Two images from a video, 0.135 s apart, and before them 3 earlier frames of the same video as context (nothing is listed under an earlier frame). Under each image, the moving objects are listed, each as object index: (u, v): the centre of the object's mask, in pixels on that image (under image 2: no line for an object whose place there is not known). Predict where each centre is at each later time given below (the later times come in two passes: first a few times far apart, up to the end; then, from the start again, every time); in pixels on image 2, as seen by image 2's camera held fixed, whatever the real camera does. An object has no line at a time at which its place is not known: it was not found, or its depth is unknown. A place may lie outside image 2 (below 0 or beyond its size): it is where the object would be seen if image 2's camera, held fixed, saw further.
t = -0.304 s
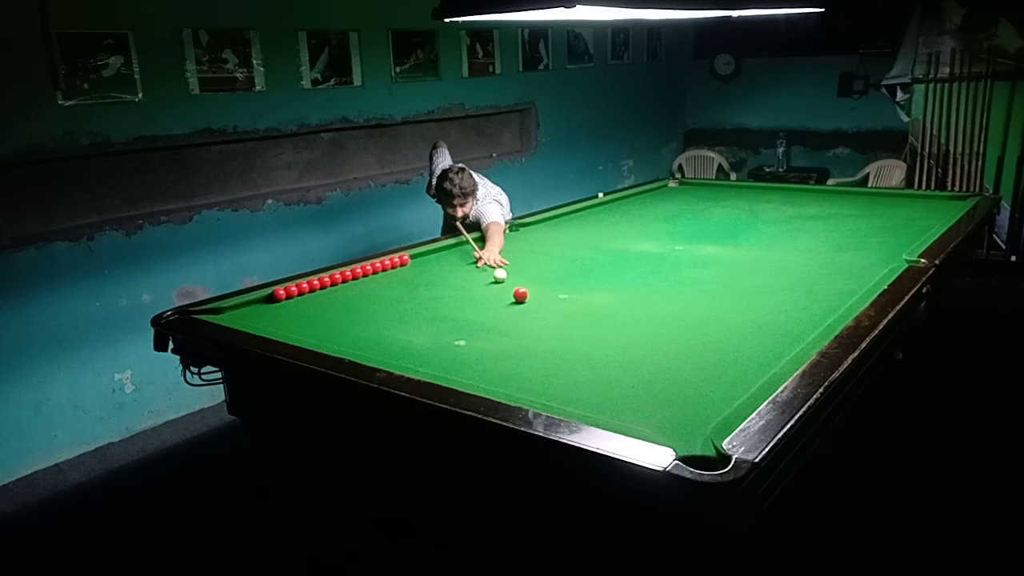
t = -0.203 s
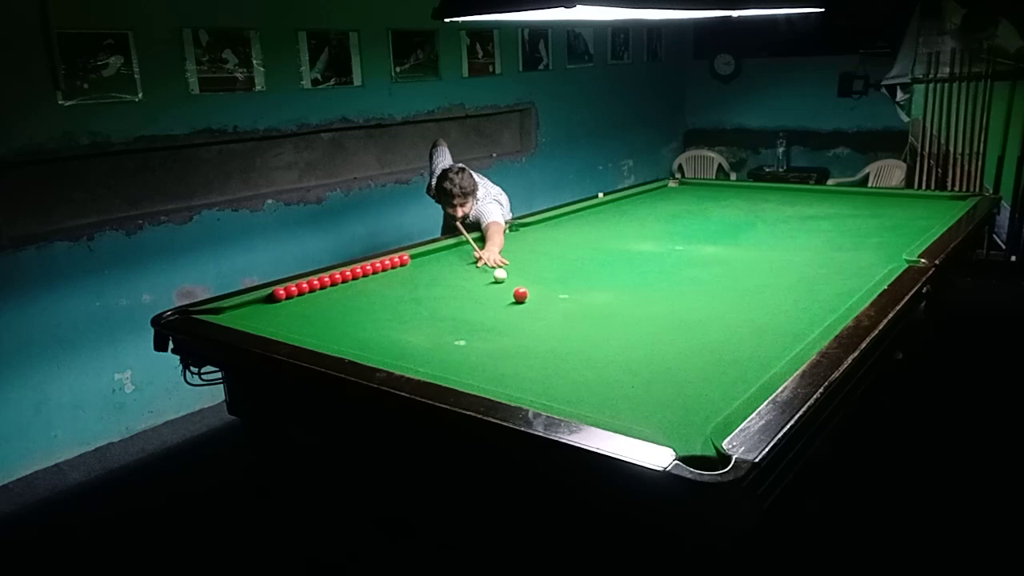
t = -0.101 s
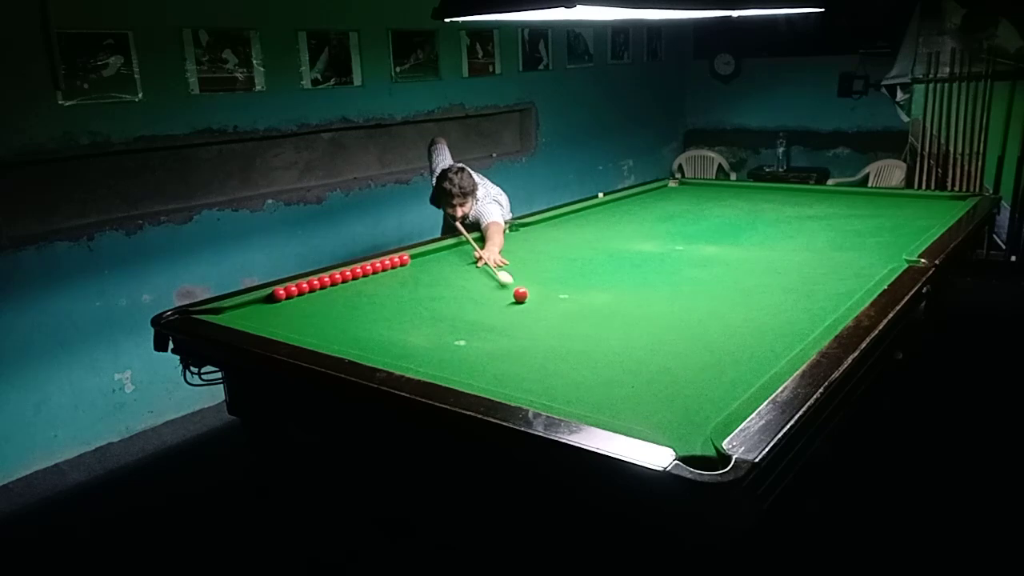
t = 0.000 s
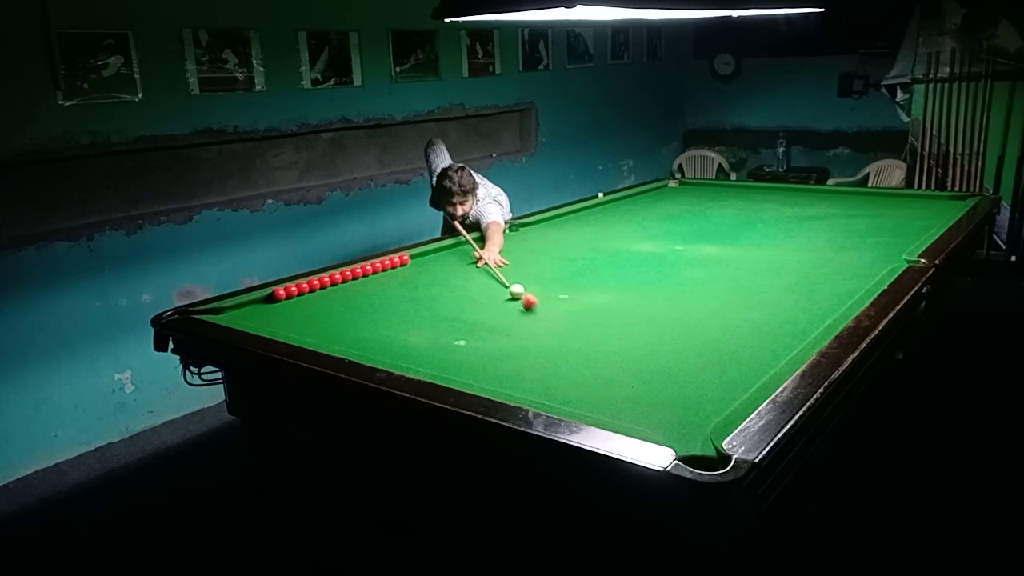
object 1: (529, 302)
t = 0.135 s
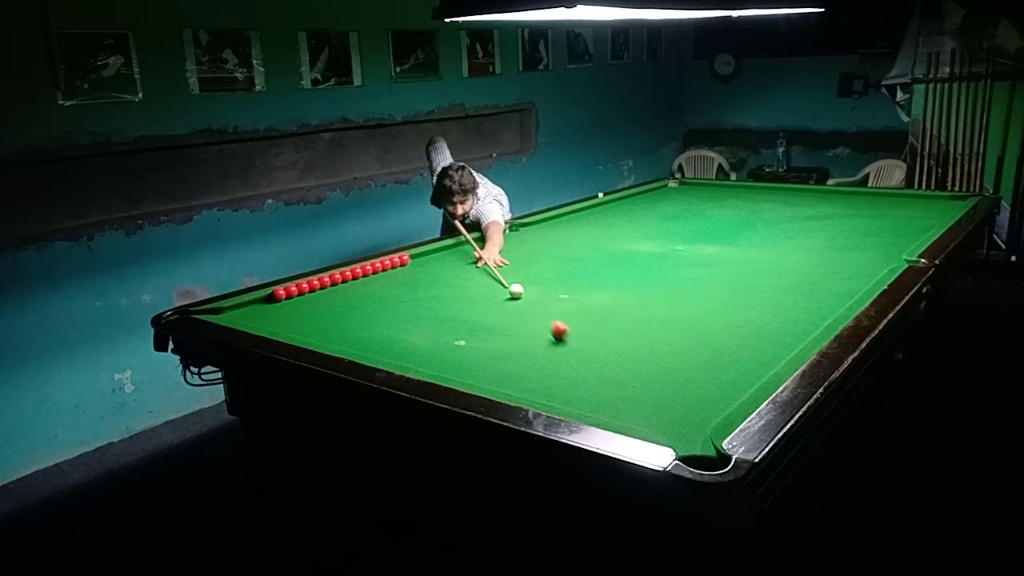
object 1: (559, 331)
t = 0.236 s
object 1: (583, 354)
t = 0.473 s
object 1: (661, 425)
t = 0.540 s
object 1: (688, 448)
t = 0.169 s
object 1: (567, 339)
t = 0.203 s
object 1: (575, 346)
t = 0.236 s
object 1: (583, 354)
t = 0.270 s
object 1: (592, 363)
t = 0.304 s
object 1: (602, 372)
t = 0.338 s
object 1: (612, 382)
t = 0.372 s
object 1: (623, 392)
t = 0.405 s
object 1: (634, 403)
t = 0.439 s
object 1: (647, 415)
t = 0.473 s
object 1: (661, 425)
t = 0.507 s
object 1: (676, 437)
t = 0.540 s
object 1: (688, 448)
